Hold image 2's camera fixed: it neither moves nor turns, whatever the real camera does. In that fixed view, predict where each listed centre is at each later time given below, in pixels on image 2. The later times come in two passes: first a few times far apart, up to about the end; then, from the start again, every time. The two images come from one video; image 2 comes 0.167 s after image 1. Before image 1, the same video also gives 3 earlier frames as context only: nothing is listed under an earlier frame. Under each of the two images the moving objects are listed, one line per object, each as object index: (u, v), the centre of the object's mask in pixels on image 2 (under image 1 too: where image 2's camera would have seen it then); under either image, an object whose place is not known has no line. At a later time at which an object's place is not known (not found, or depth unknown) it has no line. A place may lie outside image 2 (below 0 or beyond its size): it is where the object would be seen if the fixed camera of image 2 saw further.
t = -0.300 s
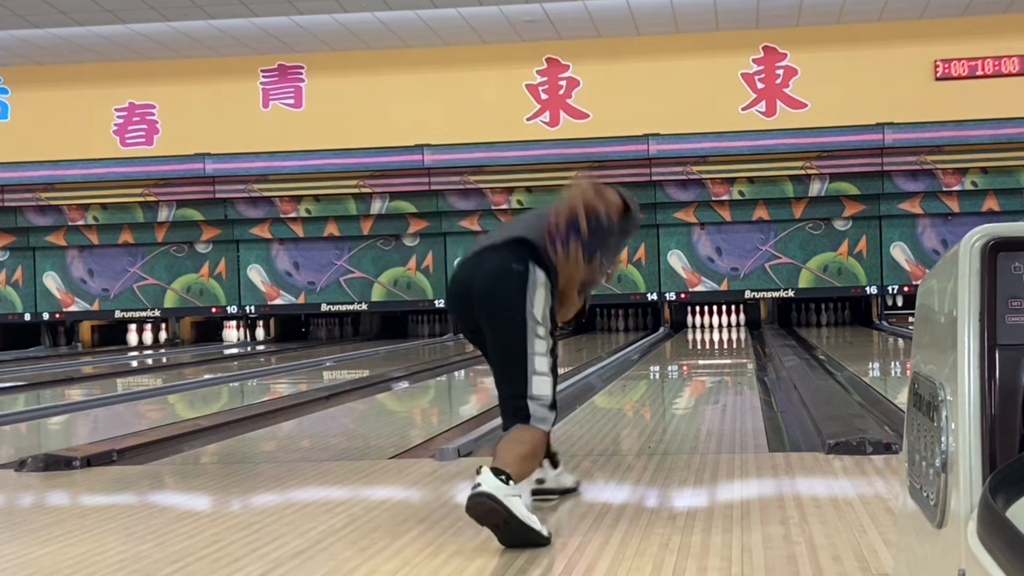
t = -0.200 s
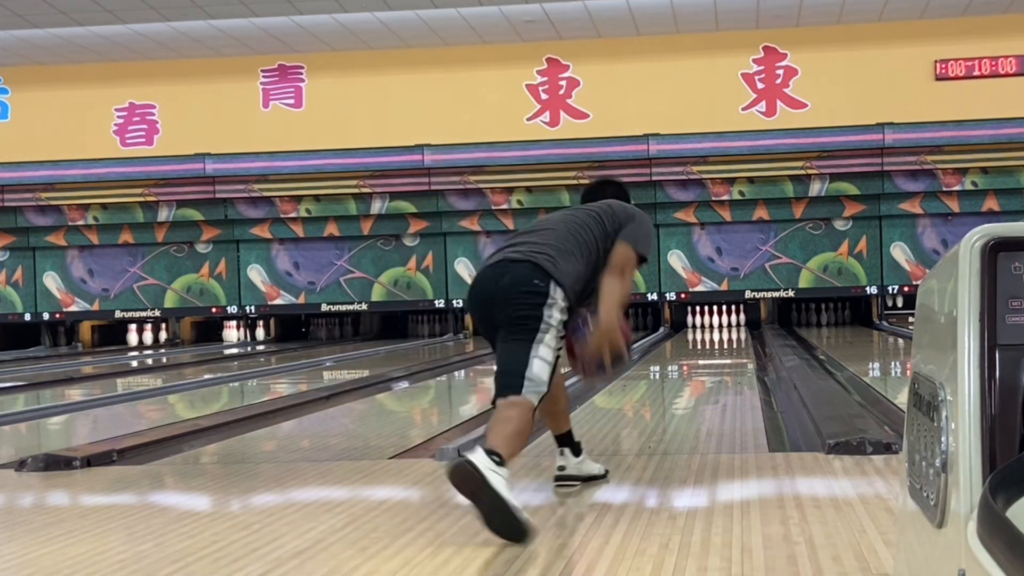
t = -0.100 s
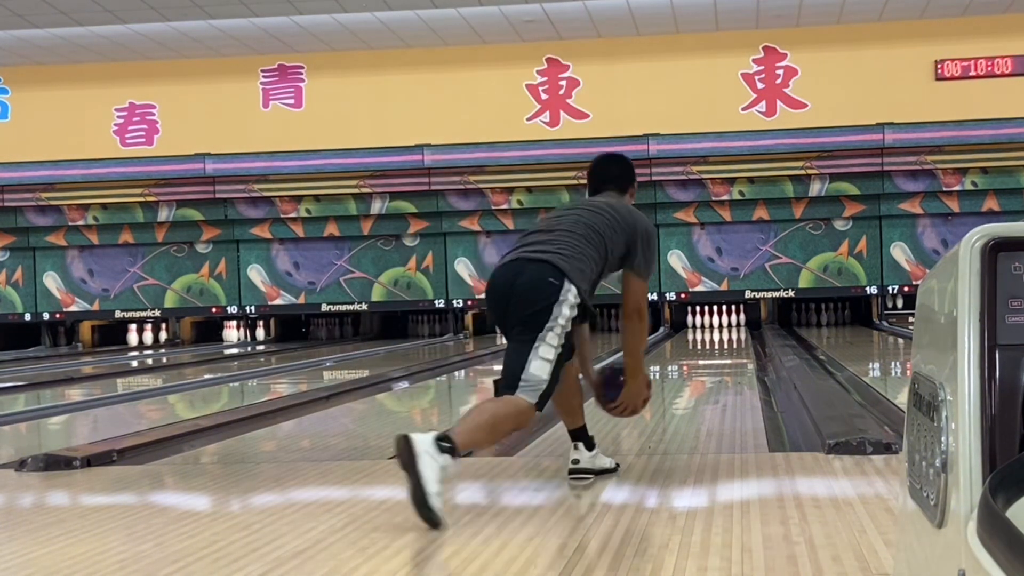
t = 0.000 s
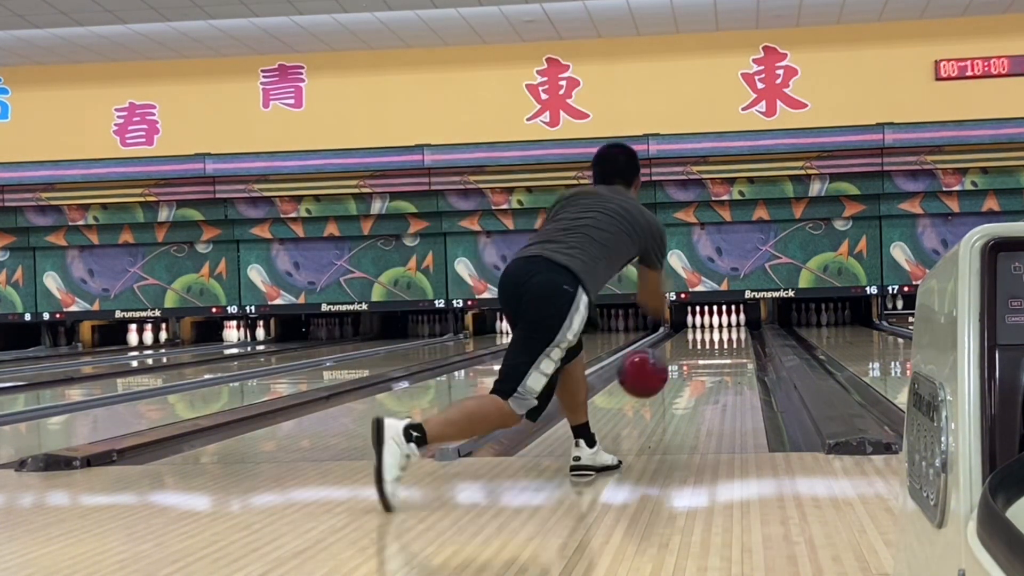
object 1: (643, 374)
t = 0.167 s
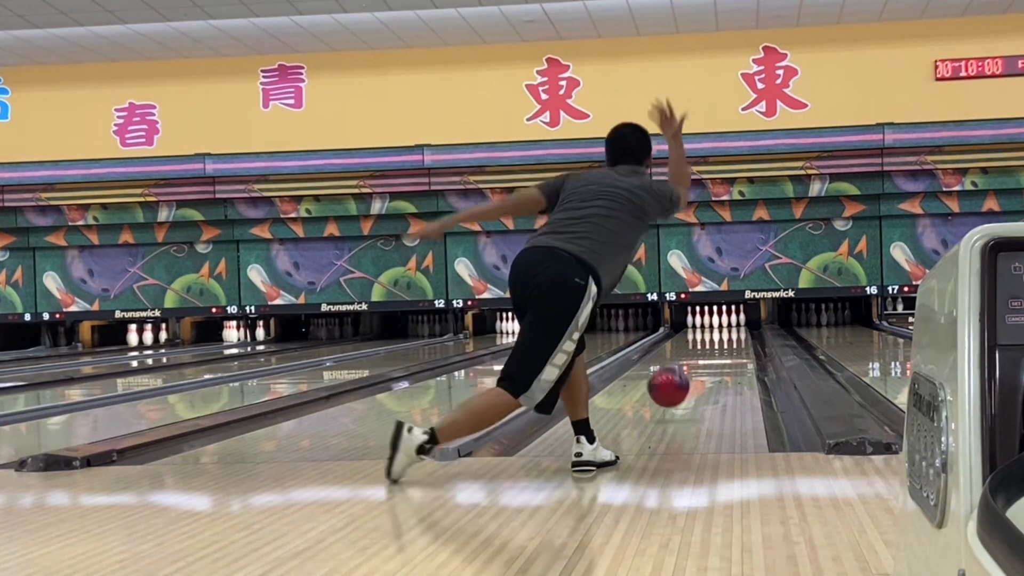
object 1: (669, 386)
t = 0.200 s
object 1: (673, 395)
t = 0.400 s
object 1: (691, 378)
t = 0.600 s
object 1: (703, 365)
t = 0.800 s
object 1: (711, 356)
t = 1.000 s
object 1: (718, 348)
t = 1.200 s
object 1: (721, 342)
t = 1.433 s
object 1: (723, 337)
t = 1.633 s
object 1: (725, 333)
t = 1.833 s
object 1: (725, 330)
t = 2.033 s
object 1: (722, 327)
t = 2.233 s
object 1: (718, 325)
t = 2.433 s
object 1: (713, 323)
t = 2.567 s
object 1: (706, 322)
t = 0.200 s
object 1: (673, 395)
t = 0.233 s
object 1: (676, 392)
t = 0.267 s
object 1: (680, 390)
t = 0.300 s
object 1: (683, 387)
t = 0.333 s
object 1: (686, 383)
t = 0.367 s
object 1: (689, 380)
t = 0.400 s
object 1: (691, 378)
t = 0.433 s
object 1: (693, 375)
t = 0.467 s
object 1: (696, 374)
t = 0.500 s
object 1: (698, 371)
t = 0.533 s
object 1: (700, 369)
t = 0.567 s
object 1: (702, 367)
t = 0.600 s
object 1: (703, 365)
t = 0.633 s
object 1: (705, 364)
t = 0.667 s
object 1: (707, 362)
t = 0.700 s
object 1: (708, 360)
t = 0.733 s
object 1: (709, 359)
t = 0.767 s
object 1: (710, 357)
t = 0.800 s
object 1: (711, 356)
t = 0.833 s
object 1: (712, 354)
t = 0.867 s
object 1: (714, 352)
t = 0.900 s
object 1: (714, 351)
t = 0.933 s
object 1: (715, 350)
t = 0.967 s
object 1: (717, 349)
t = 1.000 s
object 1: (718, 348)
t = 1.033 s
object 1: (718, 347)
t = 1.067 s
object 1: (719, 346)
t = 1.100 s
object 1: (720, 345)
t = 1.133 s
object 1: (720, 344)
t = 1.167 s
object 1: (721, 343)
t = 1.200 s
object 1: (721, 342)
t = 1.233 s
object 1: (721, 341)
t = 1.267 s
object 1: (722, 340)
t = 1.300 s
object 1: (722, 340)
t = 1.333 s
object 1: (723, 339)
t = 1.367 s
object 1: (723, 338)
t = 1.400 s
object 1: (723, 337)
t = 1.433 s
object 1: (723, 337)
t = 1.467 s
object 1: (724, 336)
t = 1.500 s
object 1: (724, 335)
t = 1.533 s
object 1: (724, 334)
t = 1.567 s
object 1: (724, 334)
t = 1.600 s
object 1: (725, 333)
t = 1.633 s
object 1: (725, 333)
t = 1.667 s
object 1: (725, 332)
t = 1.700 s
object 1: (725, 332)
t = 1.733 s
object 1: (725, 331)
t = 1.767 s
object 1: (725, 330)
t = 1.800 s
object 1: (725, 330)
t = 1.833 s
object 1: (725, 330)
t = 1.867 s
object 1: (724, 329)
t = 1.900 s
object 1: (724, 328)
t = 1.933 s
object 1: (723, 328)
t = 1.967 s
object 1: (723, 328)
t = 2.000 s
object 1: (723, 327)
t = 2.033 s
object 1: (722, 327)
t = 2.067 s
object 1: (722, 326)
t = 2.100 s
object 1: (721, 326)
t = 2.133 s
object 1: (720, 326)
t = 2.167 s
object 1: (719, 325)
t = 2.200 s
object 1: (719, 325)
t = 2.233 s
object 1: (718, 325)
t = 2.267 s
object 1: (717, 325)
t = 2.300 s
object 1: (717, 325)
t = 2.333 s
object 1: (716, 324)
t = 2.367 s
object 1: (715, 324)
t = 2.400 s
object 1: (715, 324)
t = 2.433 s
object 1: (713, 323)
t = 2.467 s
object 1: (713, 323)
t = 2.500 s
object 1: (710, 322)
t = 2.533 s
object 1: (709, 322)
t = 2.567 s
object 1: (706, 322)
